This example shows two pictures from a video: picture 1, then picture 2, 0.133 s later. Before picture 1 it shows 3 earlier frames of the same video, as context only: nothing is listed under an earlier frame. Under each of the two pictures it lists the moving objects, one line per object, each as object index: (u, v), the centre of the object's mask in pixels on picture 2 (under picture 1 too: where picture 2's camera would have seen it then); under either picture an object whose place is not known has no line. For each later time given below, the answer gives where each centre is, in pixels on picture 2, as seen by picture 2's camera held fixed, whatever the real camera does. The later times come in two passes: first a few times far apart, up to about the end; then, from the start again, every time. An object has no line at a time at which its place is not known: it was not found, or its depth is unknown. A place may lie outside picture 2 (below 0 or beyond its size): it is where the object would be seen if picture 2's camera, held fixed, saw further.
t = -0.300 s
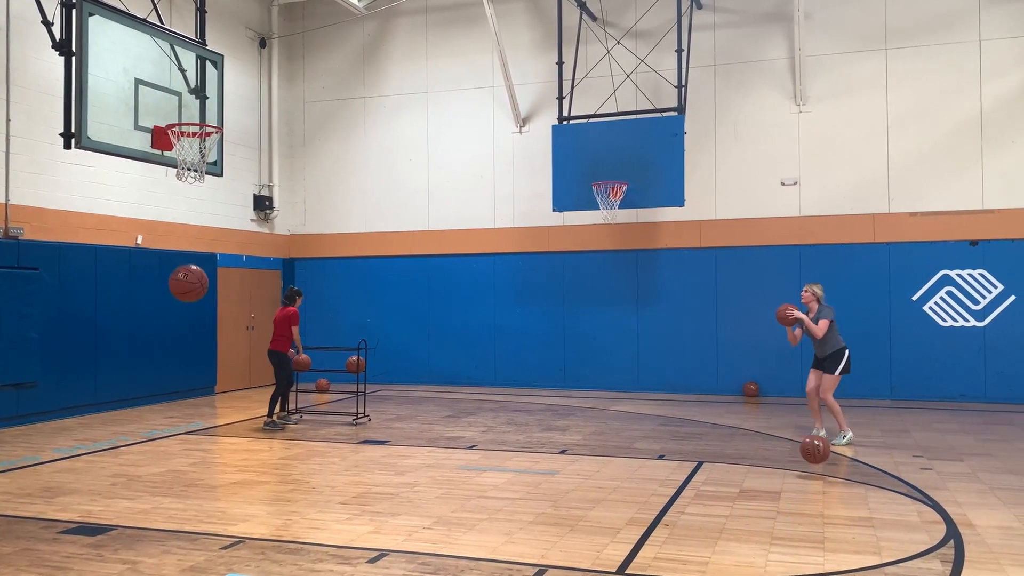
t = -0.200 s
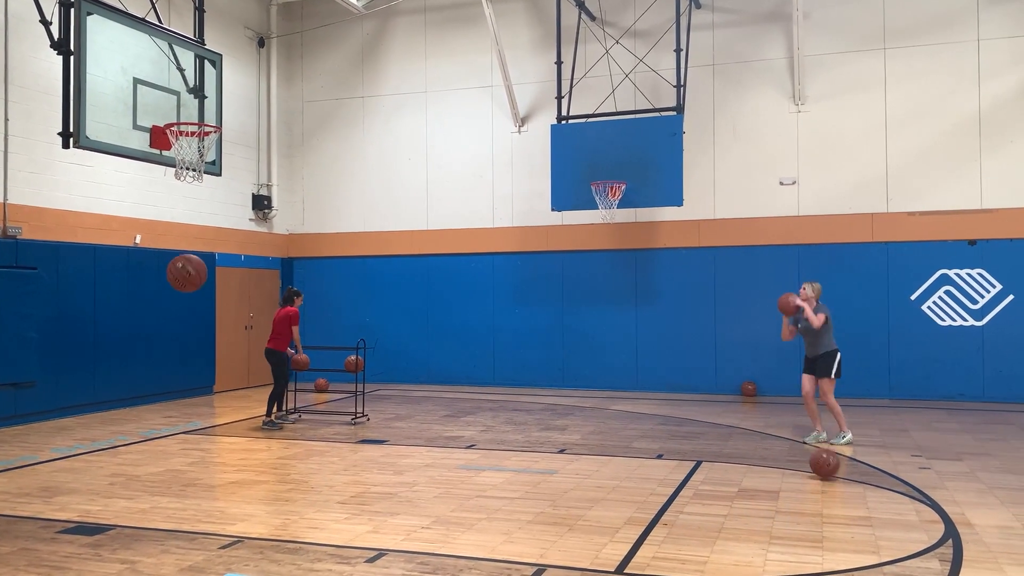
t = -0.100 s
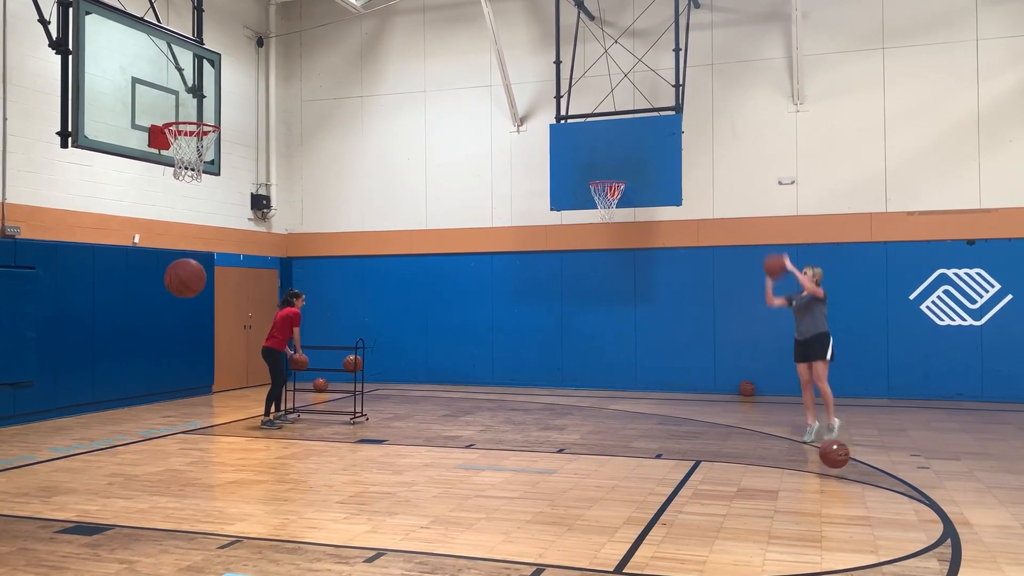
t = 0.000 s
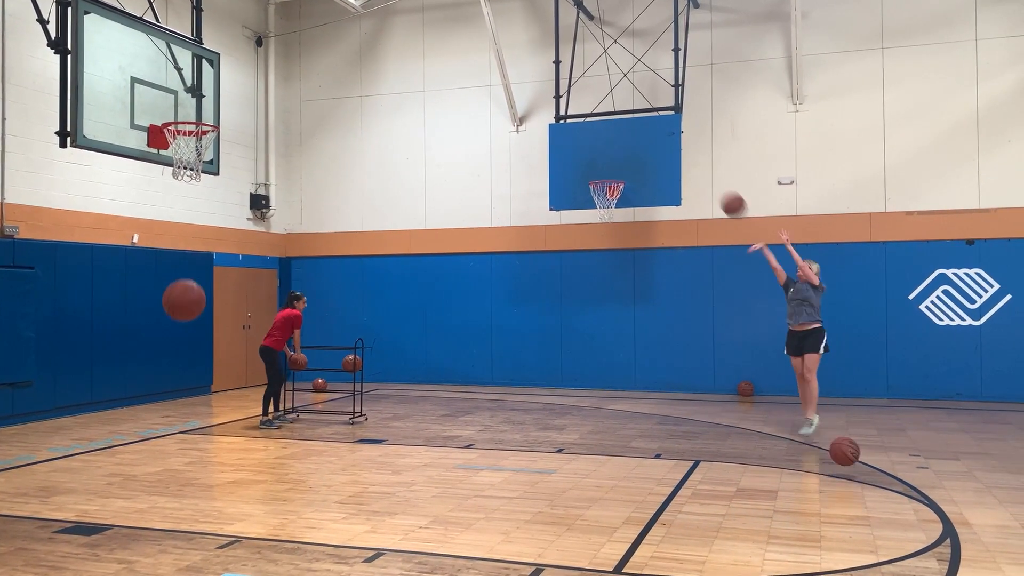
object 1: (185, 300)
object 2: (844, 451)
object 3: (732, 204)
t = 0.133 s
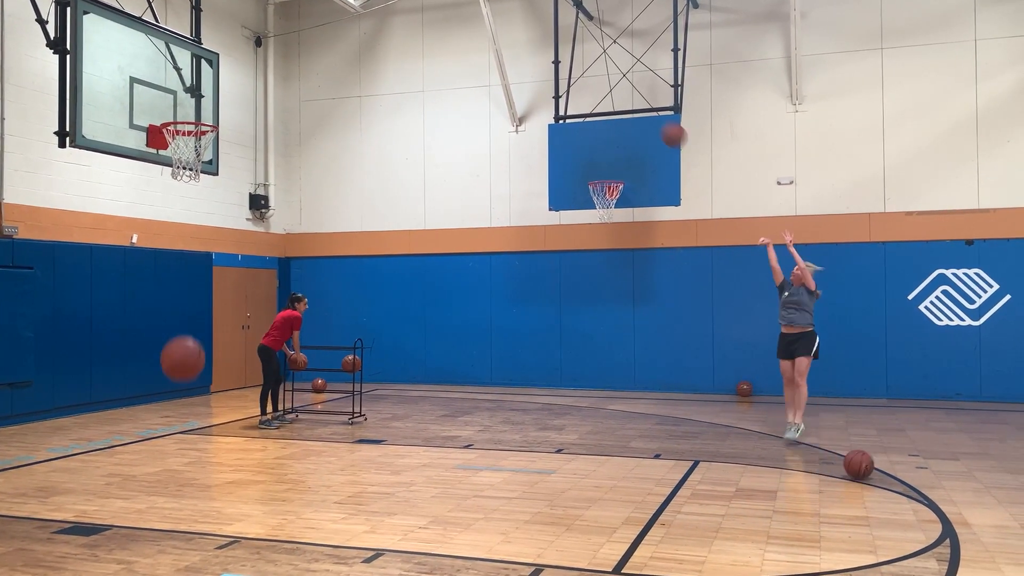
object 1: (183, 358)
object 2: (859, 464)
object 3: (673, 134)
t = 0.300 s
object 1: (183, 482)
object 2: (876, 455)
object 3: (598, 69)
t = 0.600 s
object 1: (181, 442)
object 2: (908, 461)
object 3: (461, 14)
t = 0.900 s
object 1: (180, 411)
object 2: (938, 459)
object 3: (317, 47)
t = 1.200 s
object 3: (211, 158)
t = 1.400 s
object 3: (268, 209)
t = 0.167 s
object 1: (183, 378)
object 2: (862, 459)
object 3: (658, 120)
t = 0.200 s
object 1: (183, 400)
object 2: (866, 457)
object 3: (644, 104)
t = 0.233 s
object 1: (183, 425)
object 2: (869, 455)
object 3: (629, 92)
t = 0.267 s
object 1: (183, 455)
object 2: (873, 454)
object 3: (613, 79)
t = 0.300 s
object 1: (183, 482)
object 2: (876, 455)
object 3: (598, 69)
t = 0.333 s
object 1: (183, 513)
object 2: (880, 457)
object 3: (584, 58)
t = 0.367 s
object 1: (183, 551)
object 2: (884, 460)
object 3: (568, 49)
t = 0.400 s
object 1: (183, 552)
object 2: (887, 464)
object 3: (553, 40)
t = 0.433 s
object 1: (183, 529)
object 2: (891, 460)
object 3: (538, 33)
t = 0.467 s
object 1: (183, 507)
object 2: (894, 458)
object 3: (523, 27)
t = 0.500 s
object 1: (182, 489)
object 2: (897, 456)
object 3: (507, 22)
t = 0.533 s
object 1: (182, 472)
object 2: (901, 457)
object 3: (492, 18)
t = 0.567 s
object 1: (182, 456)
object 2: (904, 458)
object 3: (475, 16)
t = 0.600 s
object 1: (181, 442)
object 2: (908, 461)
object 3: (461, 14)
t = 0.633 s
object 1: (181, 430)
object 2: (911, 463)
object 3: (445, 13)
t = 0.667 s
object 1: (181, 420)
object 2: (915, 460)
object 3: (429, 13)
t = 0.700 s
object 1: (181, 412)
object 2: (918, 458)
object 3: (413, 14)
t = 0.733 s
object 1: (180, 407)
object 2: (921, 458)
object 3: (398, 17)
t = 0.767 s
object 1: (180, 403)
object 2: (925, 459)
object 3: (382, 21)
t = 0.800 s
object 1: (180, 402)
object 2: (928, 461)
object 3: (366, 25)
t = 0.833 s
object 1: (180, 403)
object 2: (932, 462)
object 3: (350, 31)
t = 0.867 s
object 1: (180, 406)
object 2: (935, 460)
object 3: (333, 39)
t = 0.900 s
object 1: (180, 411)
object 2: (938, 459)
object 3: (317, 47)
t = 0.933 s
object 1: (179, 420)
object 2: (941, 459)
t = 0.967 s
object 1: (179, 431)
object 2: (944, 461)
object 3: (285, 67)
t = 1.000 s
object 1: (179, 445)
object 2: (947, 462)
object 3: (269, 80)
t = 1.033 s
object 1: (179, 461)
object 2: (951, 460)
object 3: (252, 92)
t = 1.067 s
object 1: (179, 480)
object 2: (954, 460)
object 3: (236, 106)
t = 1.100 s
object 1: (179, 501)
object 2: (957, 460)
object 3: (220, 121)
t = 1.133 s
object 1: (178, 528)
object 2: (960, 462)
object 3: (216, 136)
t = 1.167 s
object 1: (179, 551)
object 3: (214, 149)
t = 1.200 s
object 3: (211, 158)
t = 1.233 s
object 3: (213, 167)
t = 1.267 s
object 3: (224, 174)
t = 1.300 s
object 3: (235, 181)
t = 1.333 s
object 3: (245, 189)
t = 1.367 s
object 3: (257, 199)
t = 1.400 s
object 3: (268, 209)
